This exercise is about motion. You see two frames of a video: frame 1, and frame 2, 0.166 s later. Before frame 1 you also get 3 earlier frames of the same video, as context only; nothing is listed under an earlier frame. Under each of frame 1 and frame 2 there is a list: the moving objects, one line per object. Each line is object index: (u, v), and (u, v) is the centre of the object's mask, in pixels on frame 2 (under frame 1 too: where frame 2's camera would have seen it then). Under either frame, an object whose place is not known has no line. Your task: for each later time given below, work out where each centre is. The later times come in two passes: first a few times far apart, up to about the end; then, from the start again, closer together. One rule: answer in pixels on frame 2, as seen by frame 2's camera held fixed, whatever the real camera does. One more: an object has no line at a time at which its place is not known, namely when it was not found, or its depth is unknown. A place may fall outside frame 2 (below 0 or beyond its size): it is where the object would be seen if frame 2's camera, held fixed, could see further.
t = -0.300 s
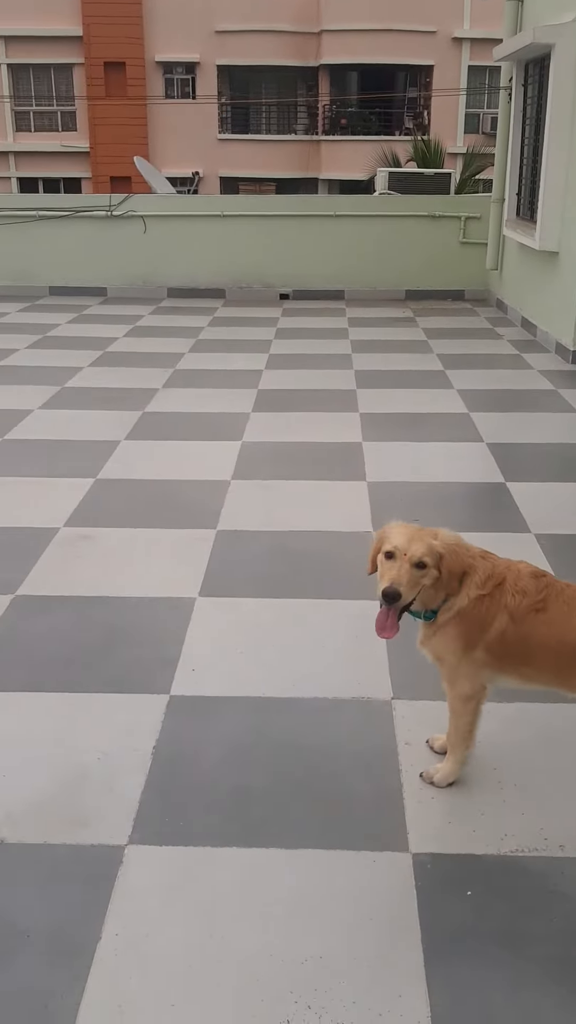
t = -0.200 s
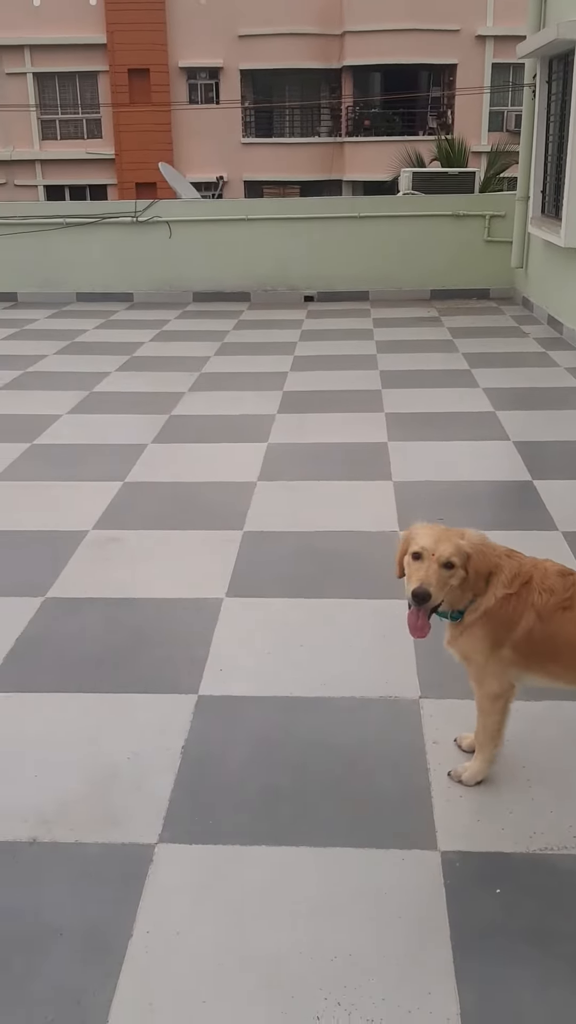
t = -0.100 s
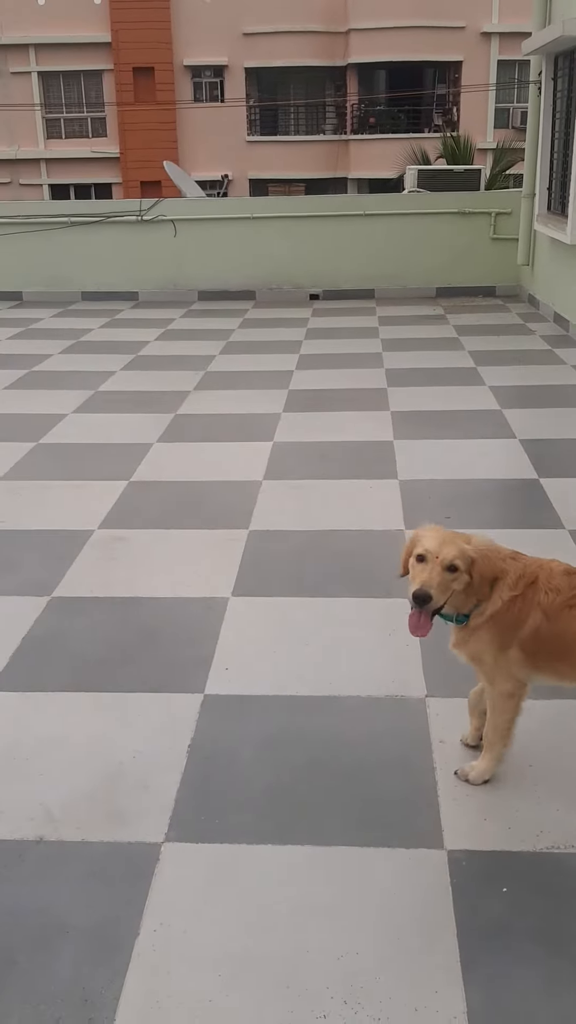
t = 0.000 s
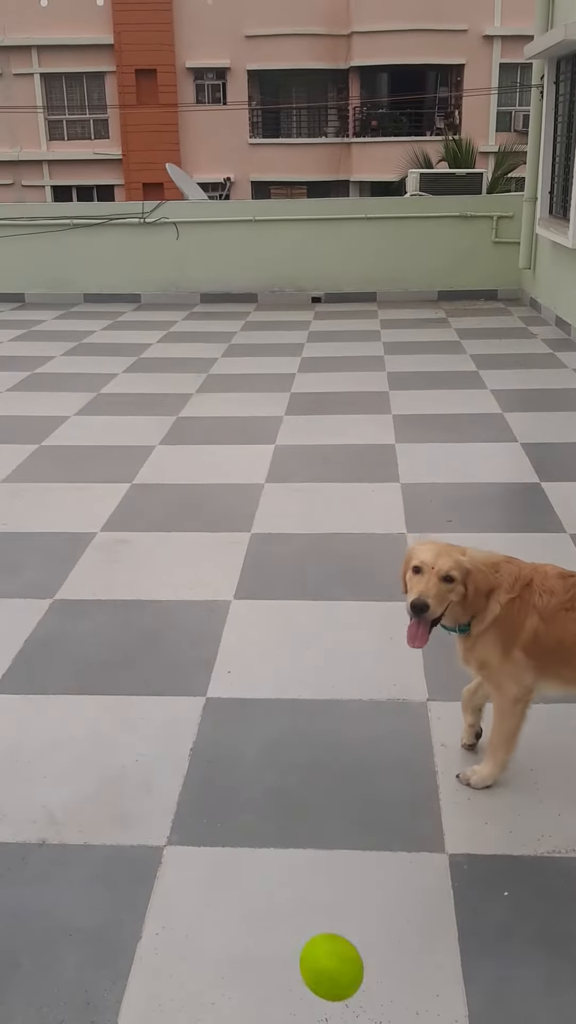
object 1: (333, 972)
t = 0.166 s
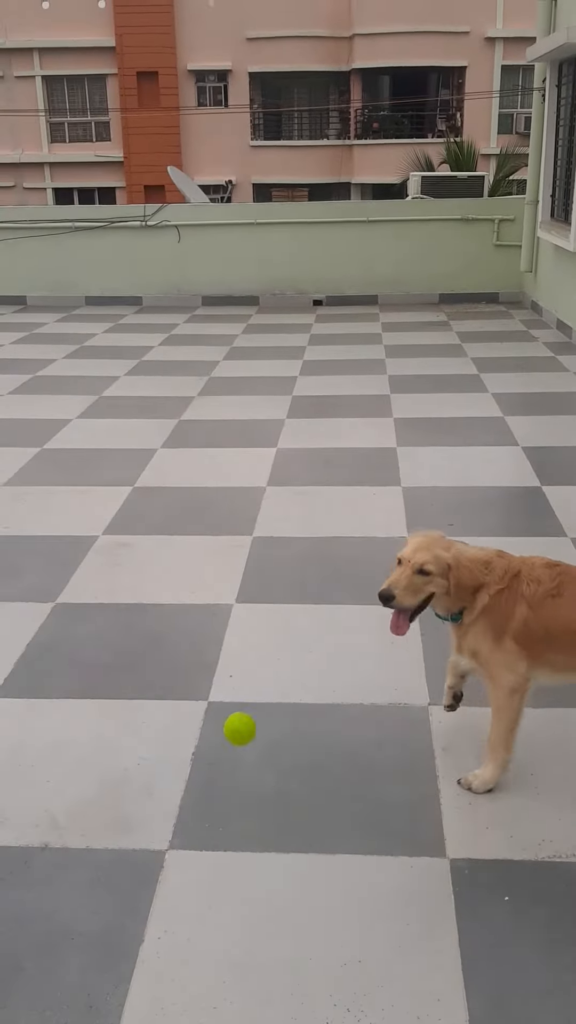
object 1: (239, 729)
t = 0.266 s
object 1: (220, 722)
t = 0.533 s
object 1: (187, 465)
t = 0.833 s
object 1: (178, 462)
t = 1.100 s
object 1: (169, 372)
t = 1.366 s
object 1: (166, 387)
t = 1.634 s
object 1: (165, 349)
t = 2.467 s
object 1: (183, 323)
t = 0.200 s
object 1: (232, 721)
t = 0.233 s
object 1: (225, 719)
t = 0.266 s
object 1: (220, 722)
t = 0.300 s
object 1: (214, 708)
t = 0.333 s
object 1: (208, 652)
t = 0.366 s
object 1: (203, 604)
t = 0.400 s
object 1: (200, 564)
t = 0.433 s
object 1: (196, 531)
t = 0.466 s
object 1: (192, 504)
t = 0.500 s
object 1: (190, 482)
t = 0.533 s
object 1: (187, 465)
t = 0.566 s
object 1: (186, 453)
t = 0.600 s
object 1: (184, 444)
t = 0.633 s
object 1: (182, 438)
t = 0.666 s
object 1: (181, 437)
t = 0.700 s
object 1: (180, 437)
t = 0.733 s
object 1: (179, 440)
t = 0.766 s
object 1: (179, 446)
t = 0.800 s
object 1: (178, 453)
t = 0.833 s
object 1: (178, 462)
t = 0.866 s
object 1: (177, 456)
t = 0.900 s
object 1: (175, 436)
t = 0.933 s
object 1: (174, 418)
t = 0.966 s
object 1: (173, 404)
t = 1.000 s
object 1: (172, 393)
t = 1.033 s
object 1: (171, 383)
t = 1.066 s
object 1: (170, 377)
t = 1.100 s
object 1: (169, 372)
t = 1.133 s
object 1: (169, 370)
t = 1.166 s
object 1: (168, 370)
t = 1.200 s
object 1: (167, 371)
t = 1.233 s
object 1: (167, 375)
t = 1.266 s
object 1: (167, 381)
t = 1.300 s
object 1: (167, 387)
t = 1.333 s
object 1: (167, 396)
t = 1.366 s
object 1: (166, 387)
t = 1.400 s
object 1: (166, 375)
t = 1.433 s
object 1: (165, 366)
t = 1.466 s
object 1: (165, 359)
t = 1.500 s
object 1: (165, 354)
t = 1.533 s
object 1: (165, 350)
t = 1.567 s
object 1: (165, 348)
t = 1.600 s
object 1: (165, 348)
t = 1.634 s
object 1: (165, 349)
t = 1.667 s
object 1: (167, 352)
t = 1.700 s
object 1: (167, 356)
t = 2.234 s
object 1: (174, 319)
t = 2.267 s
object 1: (175, 316)
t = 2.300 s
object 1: (176, 314)
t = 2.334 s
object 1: (178, 313)
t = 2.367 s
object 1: (178, 313)
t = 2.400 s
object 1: (180, 315)
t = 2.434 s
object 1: (181, 319)
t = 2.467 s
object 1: (183, 323)
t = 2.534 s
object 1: (185, 319)
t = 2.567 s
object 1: (185, 314)
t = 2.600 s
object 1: (186, 310)
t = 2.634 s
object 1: (186, 307)
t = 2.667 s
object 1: (188, 306)
